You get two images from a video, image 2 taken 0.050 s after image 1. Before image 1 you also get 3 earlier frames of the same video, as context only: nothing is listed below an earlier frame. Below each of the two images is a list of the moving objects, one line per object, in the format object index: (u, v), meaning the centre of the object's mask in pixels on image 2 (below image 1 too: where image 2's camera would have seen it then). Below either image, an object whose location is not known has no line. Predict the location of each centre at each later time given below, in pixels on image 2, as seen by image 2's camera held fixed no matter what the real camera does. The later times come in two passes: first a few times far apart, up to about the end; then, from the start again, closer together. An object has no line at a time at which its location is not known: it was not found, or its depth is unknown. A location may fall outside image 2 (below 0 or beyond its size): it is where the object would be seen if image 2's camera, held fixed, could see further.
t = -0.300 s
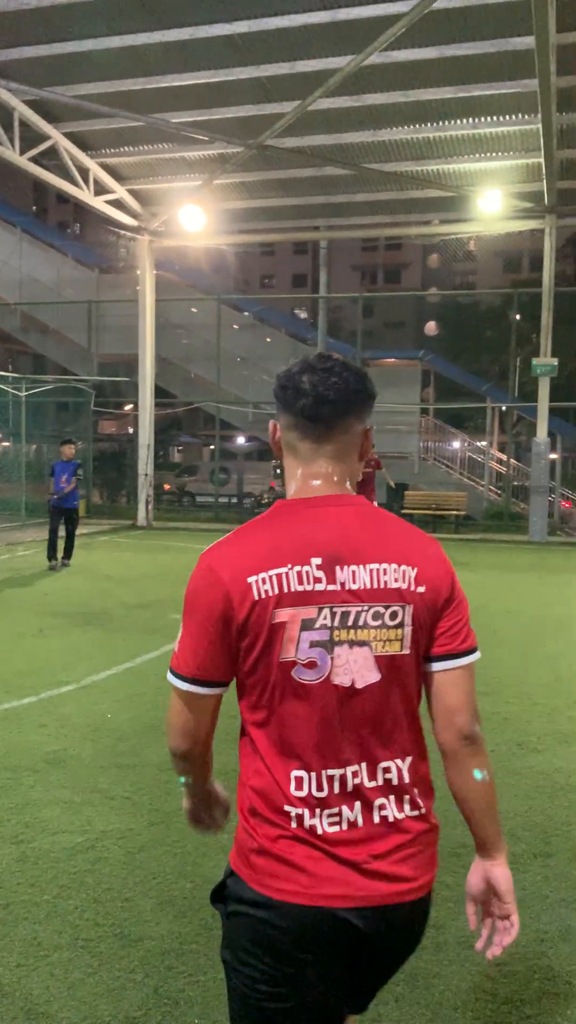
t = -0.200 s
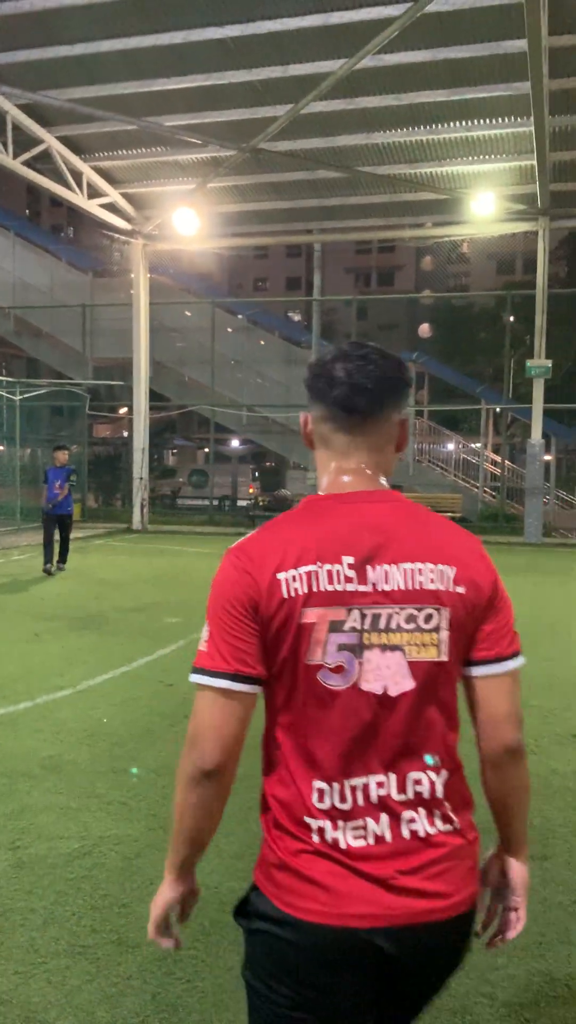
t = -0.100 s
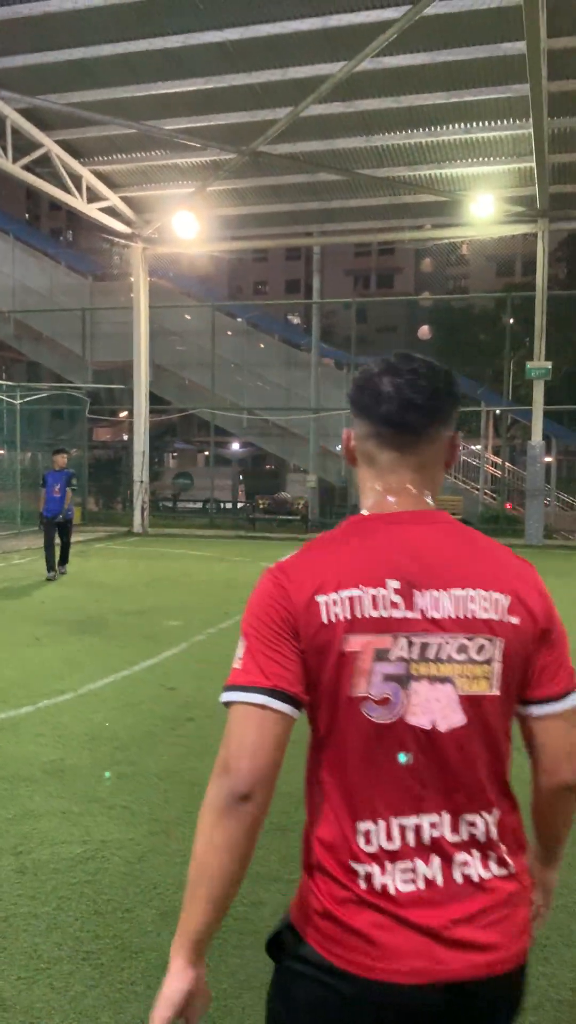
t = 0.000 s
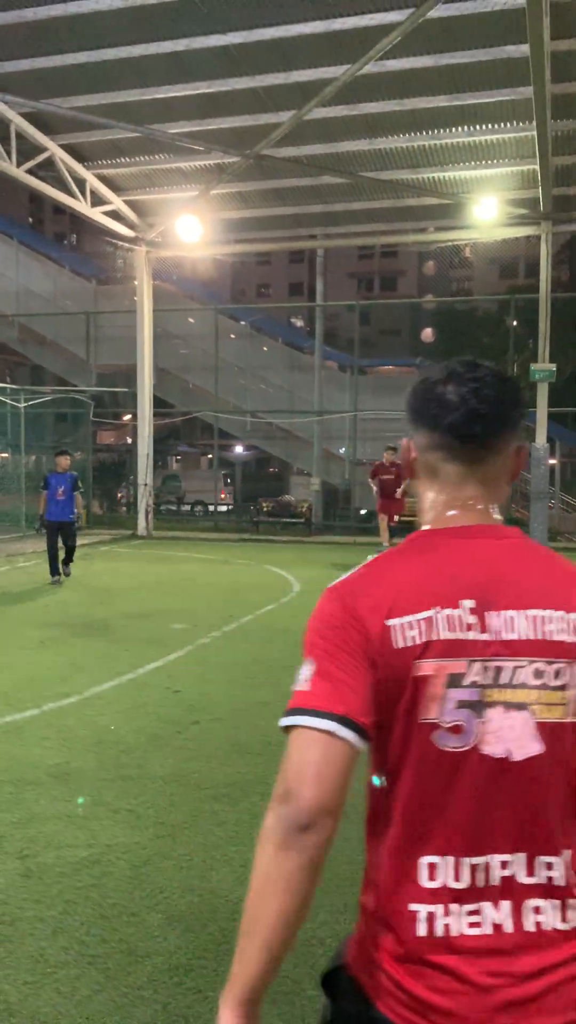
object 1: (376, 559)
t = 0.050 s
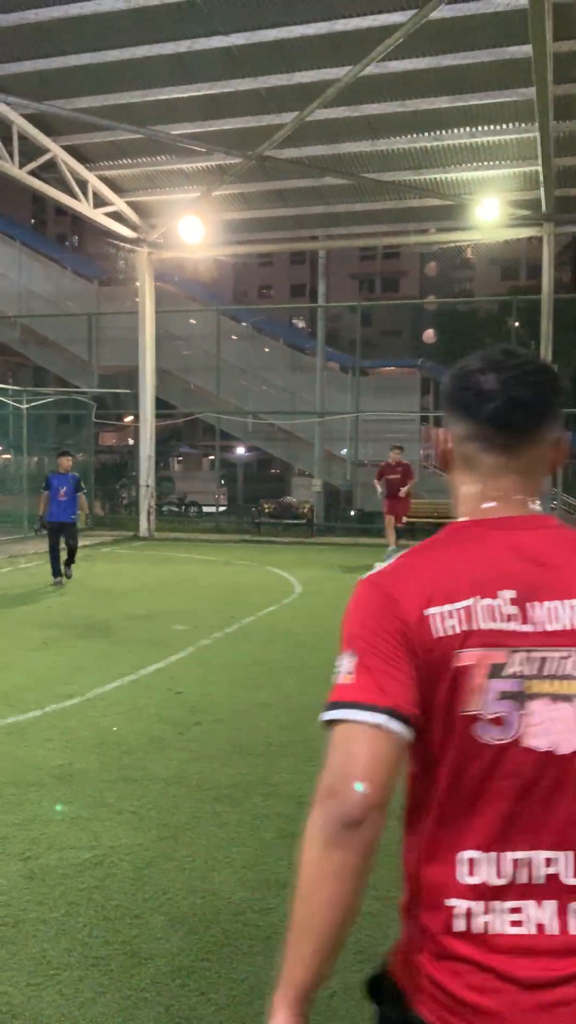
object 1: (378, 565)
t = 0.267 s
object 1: (413, 610)
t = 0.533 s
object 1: (485, 695)
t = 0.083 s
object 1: (382, 573)
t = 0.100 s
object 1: (385, 580)
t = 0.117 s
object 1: (389, 585)
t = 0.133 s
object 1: (391, 589)
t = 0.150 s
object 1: (394, 594)
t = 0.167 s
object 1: (396, 599)
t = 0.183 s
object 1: (399, 600)
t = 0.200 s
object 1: (401, 601)
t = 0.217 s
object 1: (404, 603)
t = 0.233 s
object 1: (406, 605)
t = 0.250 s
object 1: (409, 607)
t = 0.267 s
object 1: (413, 610)
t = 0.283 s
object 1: (416, 613)
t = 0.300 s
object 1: (419, 617)
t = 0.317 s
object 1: (423, 621)
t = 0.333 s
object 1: (426, 627)
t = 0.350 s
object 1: (430, 631)
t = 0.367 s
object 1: (434, 638)
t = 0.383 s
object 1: (438, 645)
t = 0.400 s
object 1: (442, 651)
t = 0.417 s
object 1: (447, 659)
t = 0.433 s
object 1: (451, 667)
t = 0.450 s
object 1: (457, 669)
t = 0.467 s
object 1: (461, 673)
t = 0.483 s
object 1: (466, 677)
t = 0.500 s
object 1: (472, 682)
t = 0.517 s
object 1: (478, 689)
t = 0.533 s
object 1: (485, 695)
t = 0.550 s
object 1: (492, 703)
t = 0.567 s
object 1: (499, 712)
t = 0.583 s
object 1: (507, 723)
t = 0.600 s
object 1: (514, 734)
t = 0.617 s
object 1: (524, 748)
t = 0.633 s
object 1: (533, 762)
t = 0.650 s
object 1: (540, 770)
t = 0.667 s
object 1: (551, 781)
